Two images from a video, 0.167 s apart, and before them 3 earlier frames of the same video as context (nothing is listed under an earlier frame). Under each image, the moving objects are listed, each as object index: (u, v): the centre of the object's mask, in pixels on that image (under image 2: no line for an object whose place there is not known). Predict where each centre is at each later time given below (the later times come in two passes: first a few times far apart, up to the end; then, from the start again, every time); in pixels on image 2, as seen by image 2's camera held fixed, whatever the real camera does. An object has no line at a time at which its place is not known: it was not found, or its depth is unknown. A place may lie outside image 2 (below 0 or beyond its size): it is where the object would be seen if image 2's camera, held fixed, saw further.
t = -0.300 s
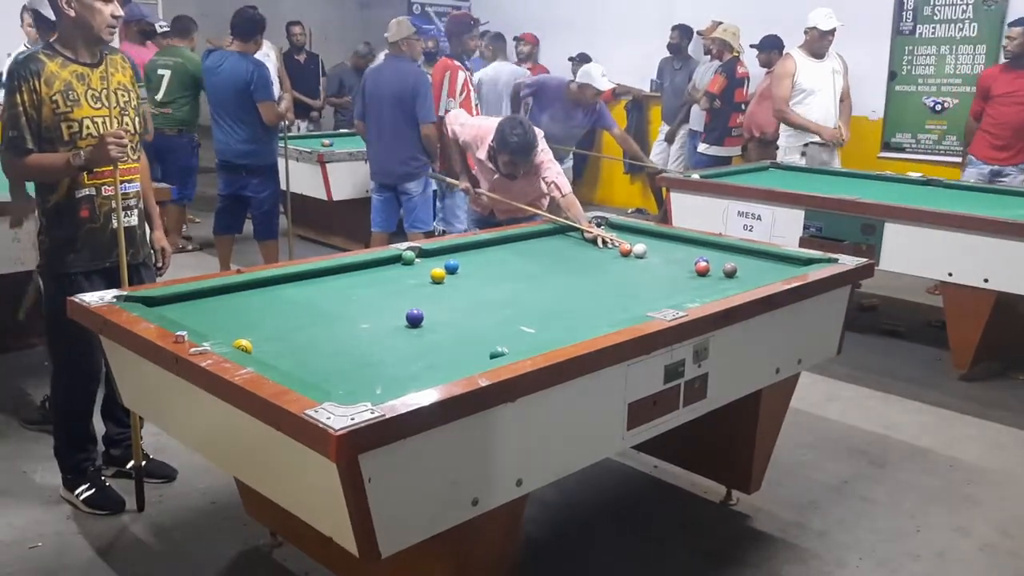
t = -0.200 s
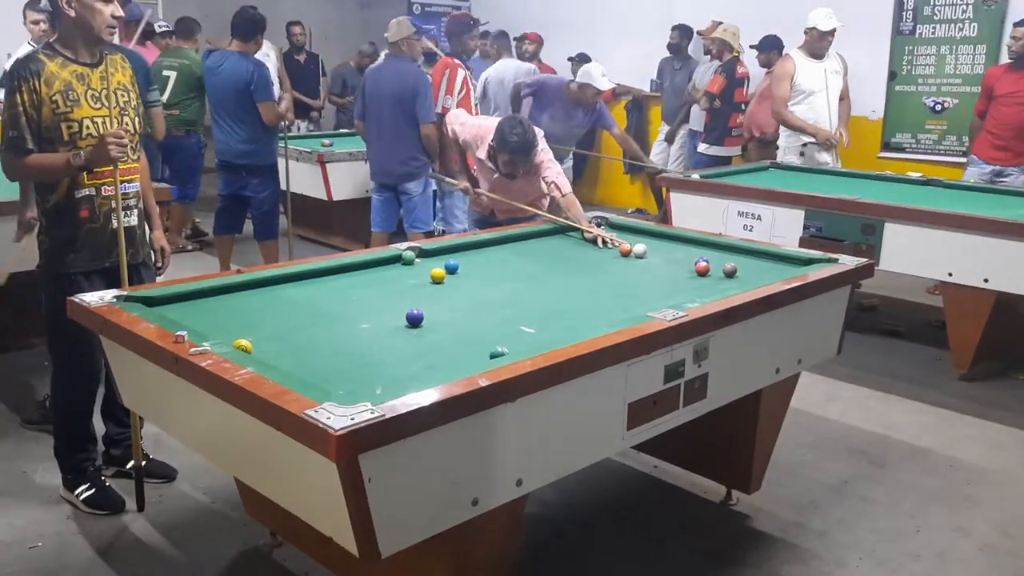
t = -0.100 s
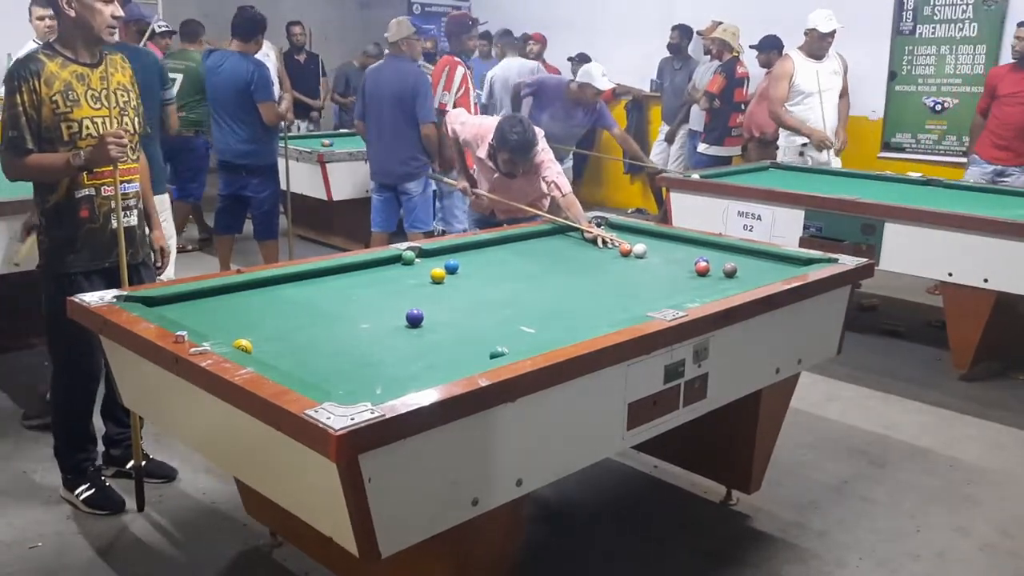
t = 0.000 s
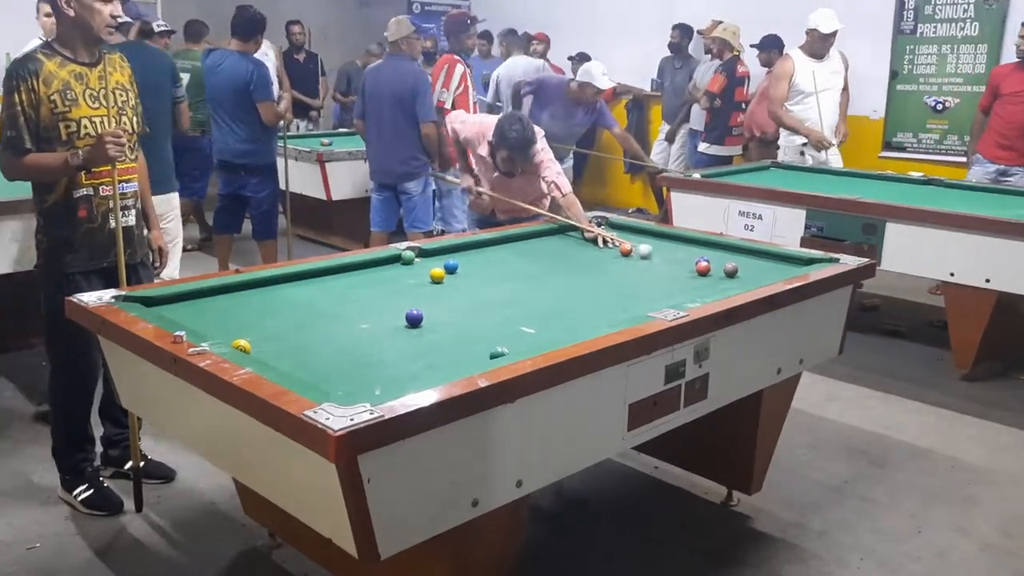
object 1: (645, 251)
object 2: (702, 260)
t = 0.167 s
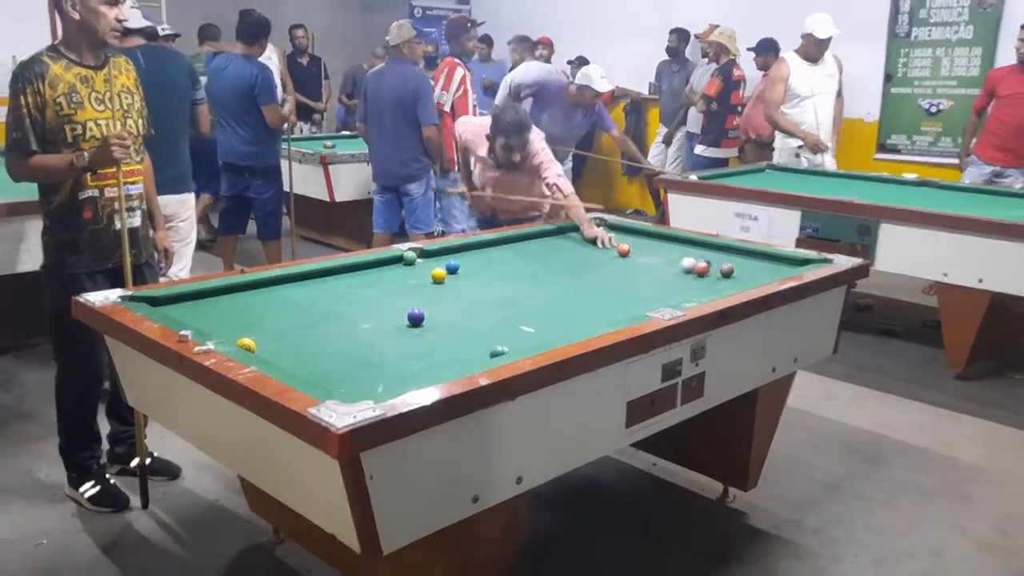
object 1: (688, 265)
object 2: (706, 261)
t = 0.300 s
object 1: (689, 269)
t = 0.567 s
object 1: (699, 280)
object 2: (761, 264)
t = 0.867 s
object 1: (709, 288)
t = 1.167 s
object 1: (682, 291)
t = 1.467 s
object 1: (654, 291)
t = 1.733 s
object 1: (632, 290)
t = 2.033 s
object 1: (610, 290)
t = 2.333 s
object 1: (592, 289)
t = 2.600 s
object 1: (578, 289)
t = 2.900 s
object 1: (566, 289)
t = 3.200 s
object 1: (556, 289)
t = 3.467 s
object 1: (551, 288)
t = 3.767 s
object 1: (547, 288)
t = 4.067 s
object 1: (546, 289)
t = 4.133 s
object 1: (547, 289)
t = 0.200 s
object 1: (687, 266)
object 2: (710, 261)
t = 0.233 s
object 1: (687, 267)
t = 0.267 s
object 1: (687, 268)
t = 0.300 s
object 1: (689, 269)
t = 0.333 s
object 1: (690, 271)
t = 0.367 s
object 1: (691, 272)
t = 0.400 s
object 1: (692, 273)
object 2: (739, 264)
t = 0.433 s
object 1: (694, 275)
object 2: (743, 265)
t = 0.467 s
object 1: (695, 276)
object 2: (748, 264)
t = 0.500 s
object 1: (696, 278)
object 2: (752, 264)
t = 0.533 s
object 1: (698, 279)
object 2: (756, 264)
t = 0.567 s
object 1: (699, 280)
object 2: (761, 264)
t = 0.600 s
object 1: (700, 281)
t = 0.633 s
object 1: (702, 283)
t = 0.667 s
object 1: (703, 284)
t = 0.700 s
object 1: (704, 285)
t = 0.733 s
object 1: (705, 286)
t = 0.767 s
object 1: (706, 286)
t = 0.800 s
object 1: (708, 287)
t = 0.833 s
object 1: (708, 288)
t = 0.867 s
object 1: (709, 288)
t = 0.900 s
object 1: (709, 289)
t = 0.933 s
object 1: (706, 289)
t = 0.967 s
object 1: (702, 289)
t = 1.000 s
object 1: (699, 290)
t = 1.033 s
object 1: (696, 290)
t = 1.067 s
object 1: (692, 290)
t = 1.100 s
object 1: (689, 291)
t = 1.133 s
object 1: (686, 291)
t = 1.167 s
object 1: (682, 291)
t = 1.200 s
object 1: (679, 292)
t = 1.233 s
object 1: (676, 291)
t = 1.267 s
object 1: (672, 291)
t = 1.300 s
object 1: (669, 291)
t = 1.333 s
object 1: (666, 291)
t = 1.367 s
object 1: (663, 291)
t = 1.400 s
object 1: (660, 291)
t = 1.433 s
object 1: (657, 291)
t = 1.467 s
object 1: (654, 291)
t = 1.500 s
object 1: (651, 291)
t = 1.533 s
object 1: (649, 291)
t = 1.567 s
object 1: (646, 291)
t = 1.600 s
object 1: (643, 290)
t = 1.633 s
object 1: (640, 290)
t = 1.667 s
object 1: (637, 290)
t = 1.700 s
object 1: (635, 290)
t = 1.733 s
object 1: (632, 290)
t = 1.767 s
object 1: (630, 290)
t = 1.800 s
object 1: (627, 290)
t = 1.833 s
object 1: (625, 290)
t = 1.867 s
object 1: (622, 289)
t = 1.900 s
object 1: (620, 290)
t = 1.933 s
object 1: (617, 290)
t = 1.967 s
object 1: (615, 290)
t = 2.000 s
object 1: (613, 290)
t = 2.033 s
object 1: (610, 290)
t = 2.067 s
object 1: (608, 290)
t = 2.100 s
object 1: (606, 290)
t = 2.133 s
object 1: (604, 290)
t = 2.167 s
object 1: (602, 289)
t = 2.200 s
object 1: (600, 289)
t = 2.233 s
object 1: (598, 289)
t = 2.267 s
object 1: (596, 289)
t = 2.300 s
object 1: (594, 289)
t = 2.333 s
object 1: (592, 289)
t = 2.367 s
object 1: (590, 289)
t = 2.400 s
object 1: (588, 289)
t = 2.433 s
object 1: (587, 289)
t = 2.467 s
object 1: (585, 289)
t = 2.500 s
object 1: (583, 289)
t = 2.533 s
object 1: (581, 289)
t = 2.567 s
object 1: (580, 289)
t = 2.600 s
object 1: (578, 289)
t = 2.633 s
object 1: (577, 289)
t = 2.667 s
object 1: (575, 289)
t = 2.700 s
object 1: (574, 289)
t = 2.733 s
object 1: (572, 289)
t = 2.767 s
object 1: (571, 289)
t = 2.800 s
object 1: (570, 289)
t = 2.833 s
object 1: (568, 289)
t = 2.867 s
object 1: (567, 289)
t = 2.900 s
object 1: (566, 289)
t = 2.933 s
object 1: (564, 289)
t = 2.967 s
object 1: (563, 289)
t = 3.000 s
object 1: (562, 289)
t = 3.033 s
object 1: (561, 289)
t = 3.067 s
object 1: (560, 289)
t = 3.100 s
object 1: (559, 289)
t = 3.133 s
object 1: (558, 289)
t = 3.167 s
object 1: (557, 289)
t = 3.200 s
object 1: (556, 289)
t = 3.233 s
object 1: (556, 289)
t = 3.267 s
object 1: (555, 289)
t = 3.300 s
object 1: (554, 289)
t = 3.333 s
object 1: (553, 289)
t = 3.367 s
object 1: (552, 288)
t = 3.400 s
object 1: (552, 288)
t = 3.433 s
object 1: (551, 288)
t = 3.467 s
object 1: (551, 288)
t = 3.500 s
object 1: (550, 288)
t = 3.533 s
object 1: (550, 288)
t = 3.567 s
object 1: (549, 289)
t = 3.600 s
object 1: (549, 288)
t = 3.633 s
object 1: (548, 288)
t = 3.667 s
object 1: (548, 289)
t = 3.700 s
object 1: (548, 289)
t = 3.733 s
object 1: (547, 288)
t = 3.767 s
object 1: (547, 288)
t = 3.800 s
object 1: (547, 289)
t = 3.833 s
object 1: (547, 289)
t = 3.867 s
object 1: (547, 289)
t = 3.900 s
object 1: (546, 289)
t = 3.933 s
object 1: (546, 289)
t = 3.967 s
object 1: (546, 289)
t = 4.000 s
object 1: (546, 289)
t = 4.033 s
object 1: (546, 289)
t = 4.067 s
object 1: (546, 289)
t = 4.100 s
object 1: (547, 289)
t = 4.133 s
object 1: (547, 289)
